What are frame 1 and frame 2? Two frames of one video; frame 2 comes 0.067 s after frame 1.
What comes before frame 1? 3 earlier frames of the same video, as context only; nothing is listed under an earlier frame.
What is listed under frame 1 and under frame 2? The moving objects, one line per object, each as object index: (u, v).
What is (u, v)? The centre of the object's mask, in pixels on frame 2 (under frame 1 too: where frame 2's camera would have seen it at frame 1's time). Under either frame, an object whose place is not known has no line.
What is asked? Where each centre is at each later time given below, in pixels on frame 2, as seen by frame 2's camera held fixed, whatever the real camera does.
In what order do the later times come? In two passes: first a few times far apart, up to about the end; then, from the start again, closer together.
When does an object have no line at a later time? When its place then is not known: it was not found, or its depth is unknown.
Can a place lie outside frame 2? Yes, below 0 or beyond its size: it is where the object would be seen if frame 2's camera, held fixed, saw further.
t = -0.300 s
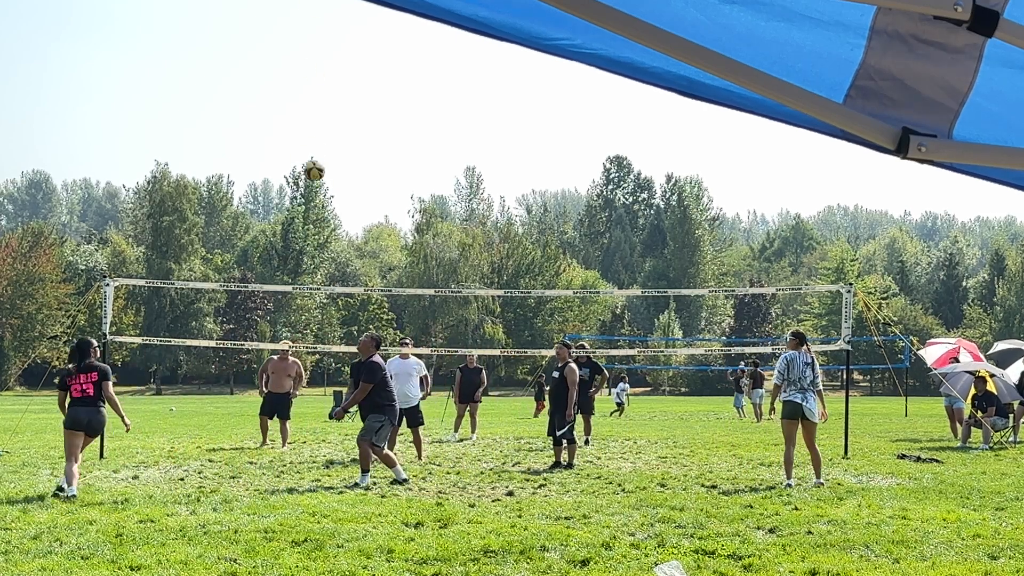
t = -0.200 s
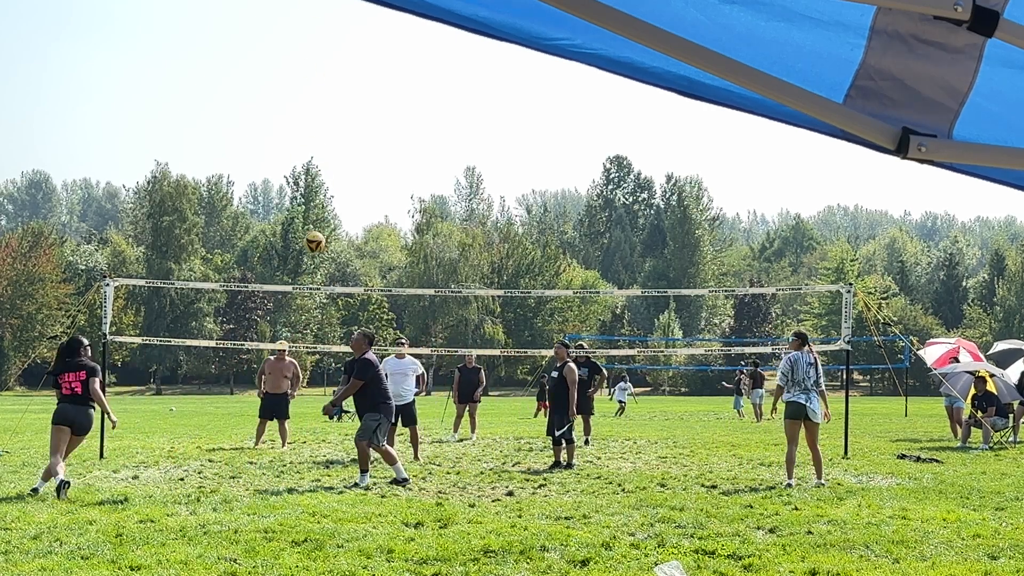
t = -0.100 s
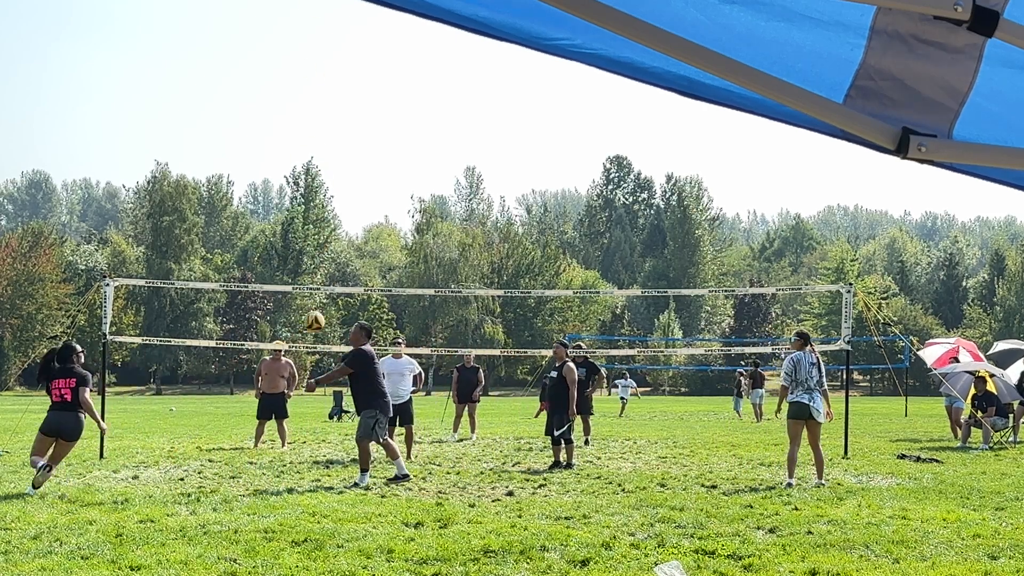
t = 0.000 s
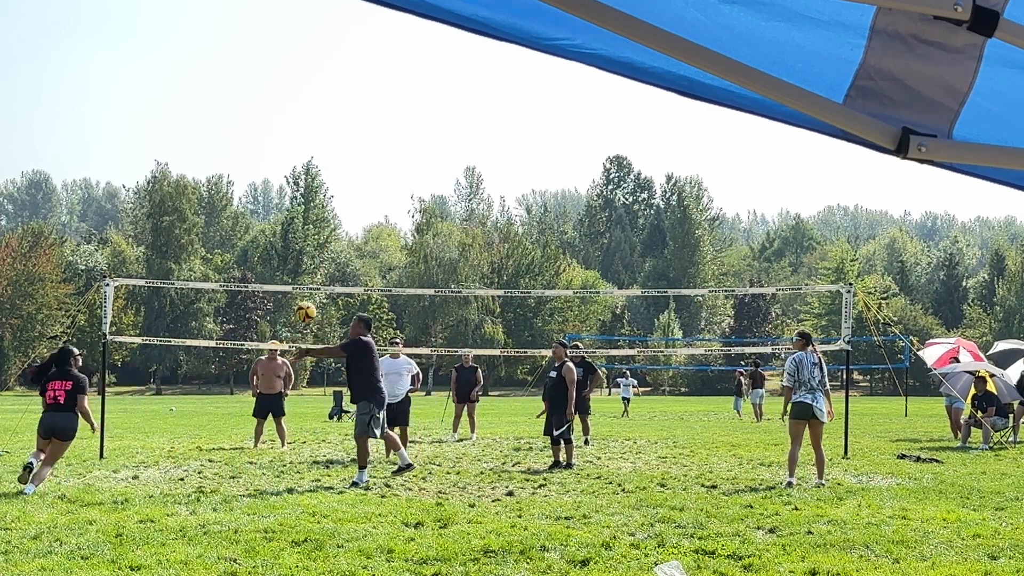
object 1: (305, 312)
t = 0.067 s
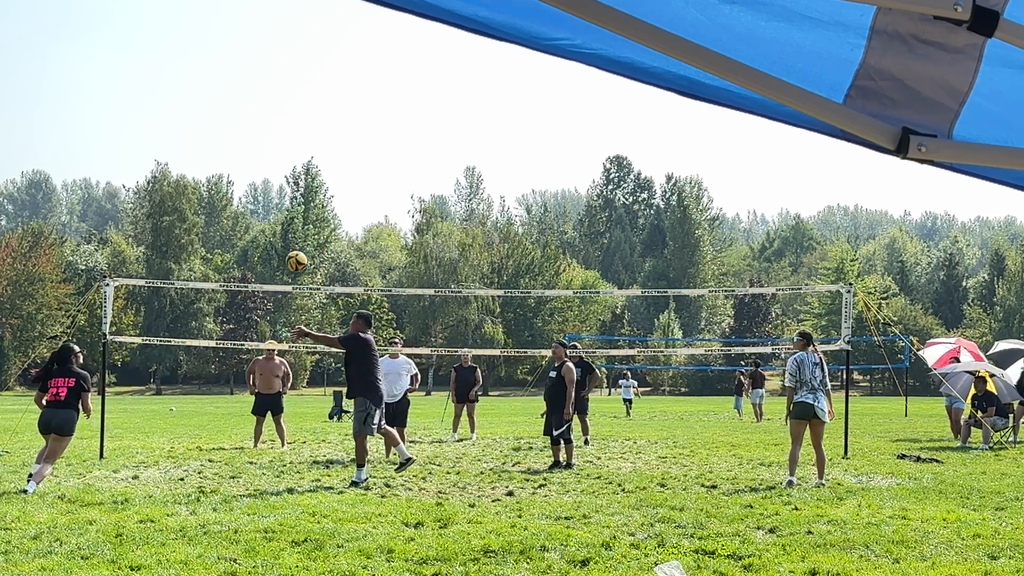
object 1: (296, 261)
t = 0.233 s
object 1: (275, 158)
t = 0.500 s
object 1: (246, 57)
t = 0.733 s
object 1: (222, 26)
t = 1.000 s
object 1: (195, 49)
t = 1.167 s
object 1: (179, 92)
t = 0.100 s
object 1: (292, 238)
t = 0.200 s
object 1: (279, 176)
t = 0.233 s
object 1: (275, 158)
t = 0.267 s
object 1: (271, 141)
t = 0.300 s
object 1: (267, 126)
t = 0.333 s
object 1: (264, 111)
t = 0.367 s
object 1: (260, 98)
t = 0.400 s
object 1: (256, 87)
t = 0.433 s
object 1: (253, 76)
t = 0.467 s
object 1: (249, 66)
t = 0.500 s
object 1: (246, 57)
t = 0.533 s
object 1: (242, 50)
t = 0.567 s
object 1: (239, 44)
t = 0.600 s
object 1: (235, 38)
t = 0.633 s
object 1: (232, 34)
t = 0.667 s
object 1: (228, 30)
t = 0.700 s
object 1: (225, 28)
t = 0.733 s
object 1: (222, 26)
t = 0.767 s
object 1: (218, 26)
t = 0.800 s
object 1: (215, 27)
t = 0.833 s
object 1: (211, 28)
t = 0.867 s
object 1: (208, 31)
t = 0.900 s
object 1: (205, 34)
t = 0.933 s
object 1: (202, 38)
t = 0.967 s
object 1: (198, 43)
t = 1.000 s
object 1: (195, 49)
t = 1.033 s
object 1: (192, 56)
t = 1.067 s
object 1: (189, 64)
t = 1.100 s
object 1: (186, 73)
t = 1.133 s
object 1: (182, 82)
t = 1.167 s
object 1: (179, 92)
